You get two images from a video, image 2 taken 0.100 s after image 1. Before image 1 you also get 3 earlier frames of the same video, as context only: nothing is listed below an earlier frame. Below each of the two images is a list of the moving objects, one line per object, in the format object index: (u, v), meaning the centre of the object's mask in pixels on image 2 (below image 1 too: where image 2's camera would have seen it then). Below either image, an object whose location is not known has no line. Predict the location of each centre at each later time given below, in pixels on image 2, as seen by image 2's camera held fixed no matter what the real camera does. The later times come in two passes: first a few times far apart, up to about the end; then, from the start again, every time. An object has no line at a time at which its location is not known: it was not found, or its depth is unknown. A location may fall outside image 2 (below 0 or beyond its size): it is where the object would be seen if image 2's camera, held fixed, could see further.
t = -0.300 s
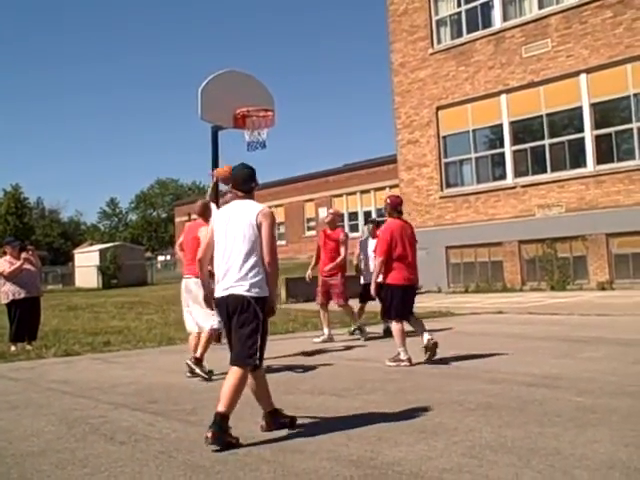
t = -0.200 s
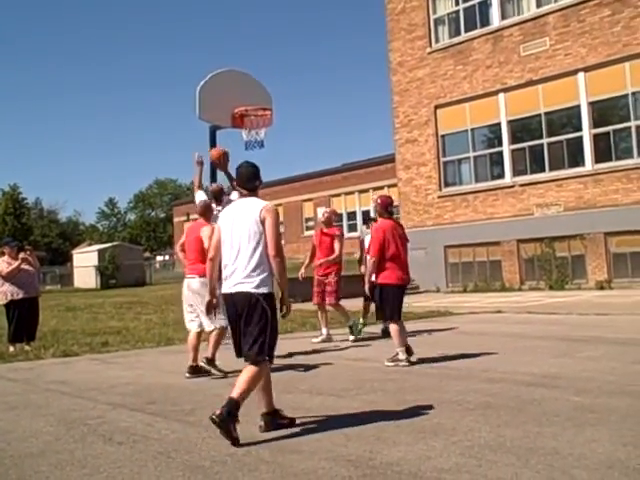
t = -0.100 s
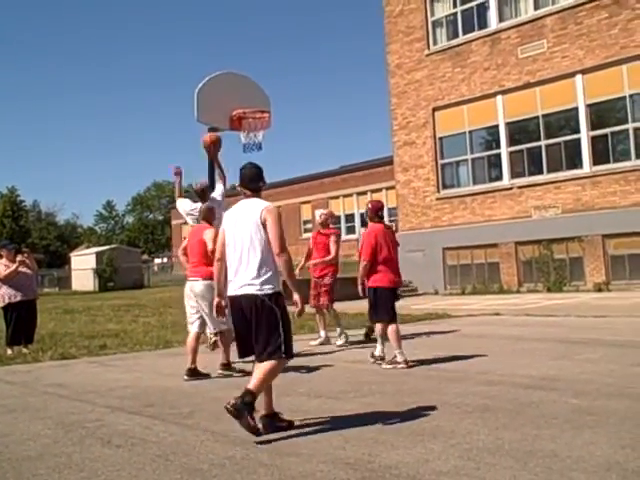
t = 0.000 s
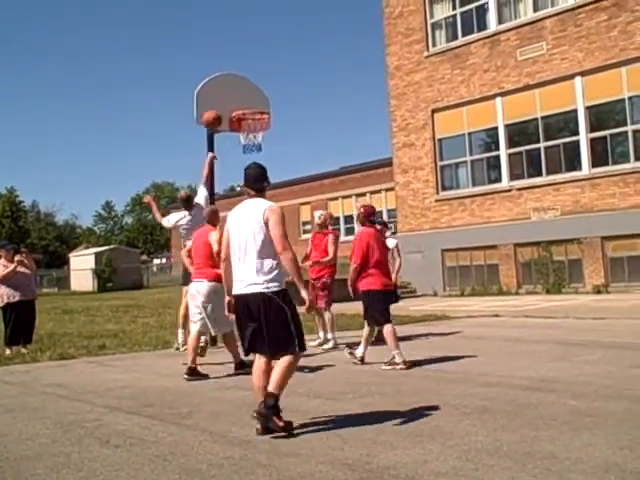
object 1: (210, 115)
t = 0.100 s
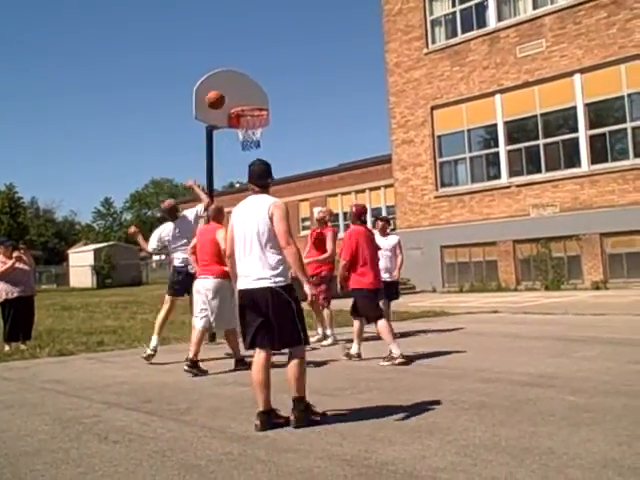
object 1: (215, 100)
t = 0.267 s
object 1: (221, 89)
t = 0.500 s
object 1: (247, 104)
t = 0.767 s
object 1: (263, 147)
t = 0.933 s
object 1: (265, 185)
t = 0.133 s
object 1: (217, 96)
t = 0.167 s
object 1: (218, 93)
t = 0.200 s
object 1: (219, 91)
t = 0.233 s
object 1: (220, 90)
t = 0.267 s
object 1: (221, 89)
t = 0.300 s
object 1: (224, 90)
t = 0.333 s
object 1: (228, 90)
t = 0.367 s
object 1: (231, 93)
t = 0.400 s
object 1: (235, 95)
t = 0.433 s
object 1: (239, 98)
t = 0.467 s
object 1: (242, 100)
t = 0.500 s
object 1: (247, 104)
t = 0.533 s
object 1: (251, 115)
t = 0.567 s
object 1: (255, 120)
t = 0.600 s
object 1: (260, 129)
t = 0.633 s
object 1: (262, 134)
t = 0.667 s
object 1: (261, 136)
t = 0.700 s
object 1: (261, 139)
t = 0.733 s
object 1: (262, 141)
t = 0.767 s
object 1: (263, 147)
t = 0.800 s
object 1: (263, 153)
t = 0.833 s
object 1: (263, 159)
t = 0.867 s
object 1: (264, 167)
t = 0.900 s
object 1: (265, 175)
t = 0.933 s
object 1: (265, 185)
